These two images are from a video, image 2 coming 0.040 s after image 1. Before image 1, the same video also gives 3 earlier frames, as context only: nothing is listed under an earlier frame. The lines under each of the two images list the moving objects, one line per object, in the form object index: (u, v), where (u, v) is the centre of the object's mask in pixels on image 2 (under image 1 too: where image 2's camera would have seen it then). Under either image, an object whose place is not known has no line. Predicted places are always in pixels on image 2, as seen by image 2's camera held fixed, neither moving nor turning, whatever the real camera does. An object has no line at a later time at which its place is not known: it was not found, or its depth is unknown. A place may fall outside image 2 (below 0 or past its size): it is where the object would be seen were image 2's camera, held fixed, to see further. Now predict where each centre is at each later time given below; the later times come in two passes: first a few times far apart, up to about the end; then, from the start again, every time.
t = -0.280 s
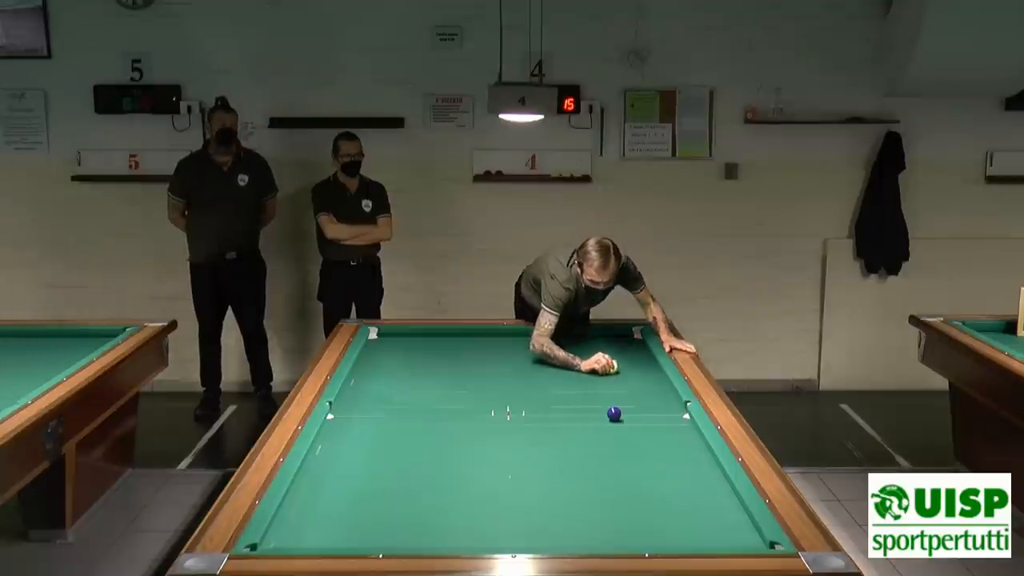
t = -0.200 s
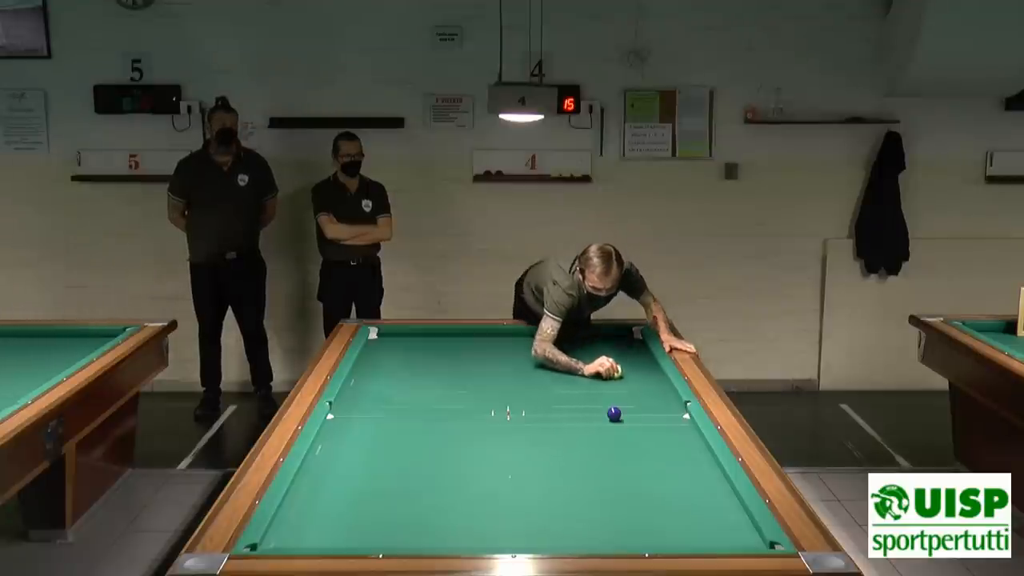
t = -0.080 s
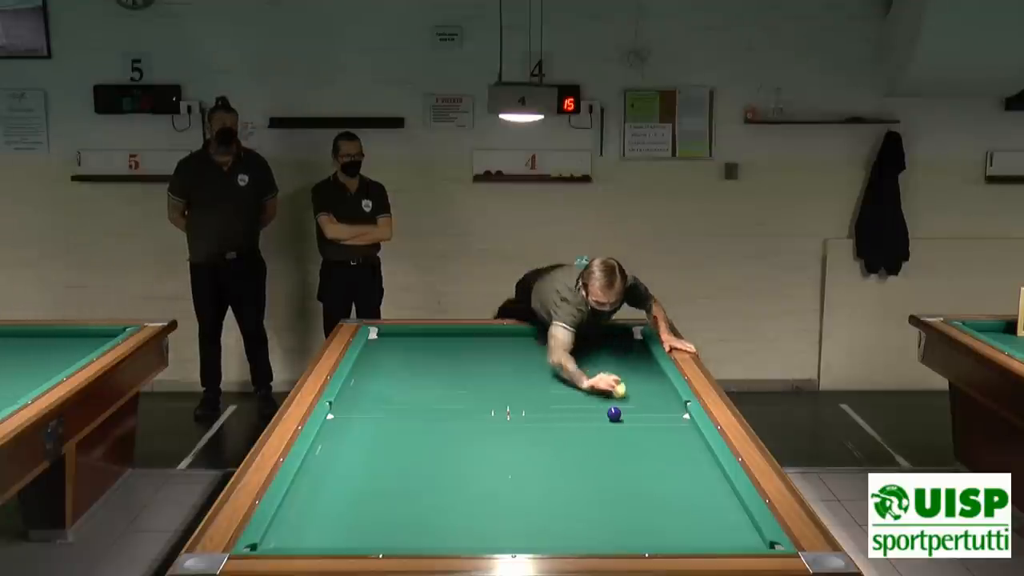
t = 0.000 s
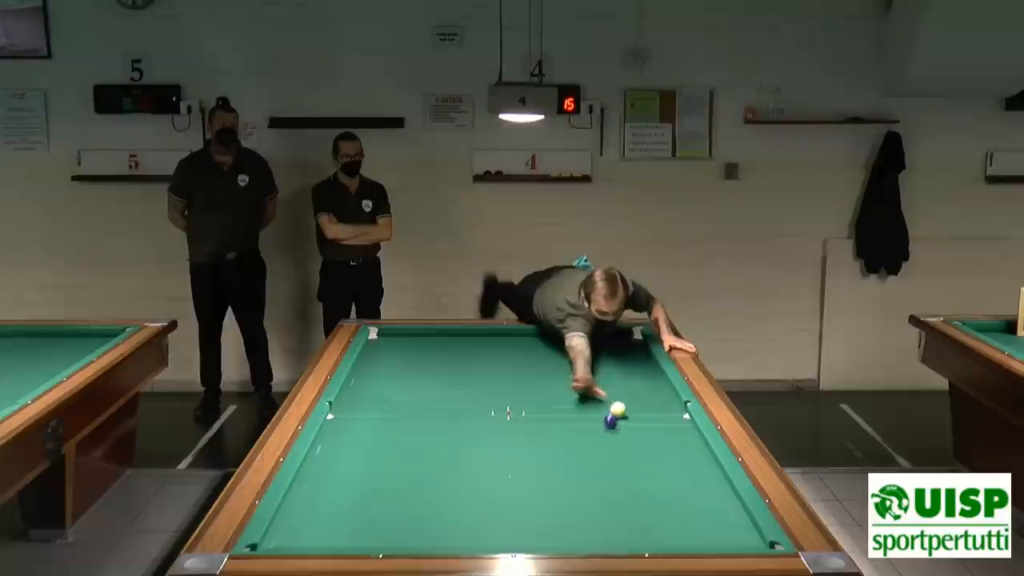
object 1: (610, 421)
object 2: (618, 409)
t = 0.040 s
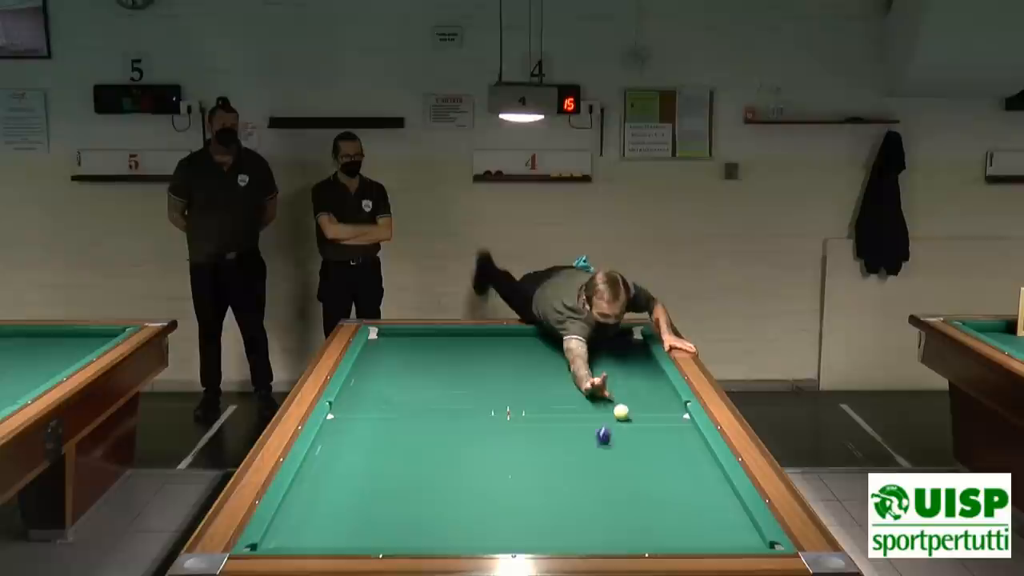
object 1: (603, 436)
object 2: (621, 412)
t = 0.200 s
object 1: (568, 511)
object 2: (636, 419)
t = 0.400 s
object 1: (525, 498)
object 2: (655, 427)
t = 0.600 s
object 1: (501, 435)
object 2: (674, 436)
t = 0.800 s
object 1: (485, 394)
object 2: (695, 445)
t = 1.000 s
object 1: (473, 364)
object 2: (697, 453)
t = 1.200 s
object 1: (463, 338)
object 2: (693, 461)
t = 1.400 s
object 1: (459, 345)
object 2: (689, 469)
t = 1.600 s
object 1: (456, 362)
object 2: (685, 477)
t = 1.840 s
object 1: (453, 382)
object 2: (680, 487)
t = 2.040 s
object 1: (450, 400)
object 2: (675, 496)
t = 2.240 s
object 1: (446, 421)
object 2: (671, 505)
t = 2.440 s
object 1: (442, 445)
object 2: (667, 513)
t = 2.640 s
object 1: (437, 472)
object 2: (662, 523)
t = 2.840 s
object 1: (432, 503)
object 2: (658, 532)
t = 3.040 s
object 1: (426, 536)
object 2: (653, 538)
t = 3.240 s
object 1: (427, 535)
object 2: (648, 544)
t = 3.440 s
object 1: (431, 512)
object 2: (638, 539)
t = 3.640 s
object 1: (435, 492)
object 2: (629, 536)
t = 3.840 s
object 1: (438, 475)
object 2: (620, 534)
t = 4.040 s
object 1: (441, 459)
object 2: (612, 530)
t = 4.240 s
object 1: (444, 445)
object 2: (604, 526)
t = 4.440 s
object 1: (447, 431)
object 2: (597, 521)
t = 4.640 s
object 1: (449, 419)
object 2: (590, 517)
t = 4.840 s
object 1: (451, 408)
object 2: (584, 514)
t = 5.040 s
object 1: (454, 398)
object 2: (577, 511)
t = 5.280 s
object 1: (456, 387)
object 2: (571, 507)
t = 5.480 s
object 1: (458, 378)
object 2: (565, 504)
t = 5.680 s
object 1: (459, 370)
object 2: (561, 502)
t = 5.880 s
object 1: (461, 363)
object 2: (556, 500)
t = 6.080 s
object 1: (462, 355)
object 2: (552, 498)
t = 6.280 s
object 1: (462, 349)
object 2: (548, 496)
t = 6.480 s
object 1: (464, 343)
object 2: (545, 494)
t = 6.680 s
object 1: (464, 338)
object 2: (542, 492)
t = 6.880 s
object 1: (465, 335)
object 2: (539, 491)
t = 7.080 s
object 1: (465, 338)
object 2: (537, 490)
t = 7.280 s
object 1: (465, 340)
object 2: (535, 489)
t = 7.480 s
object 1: (465, 344)
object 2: (533, 488)
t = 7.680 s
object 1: (466, 346)
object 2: (531, 487)
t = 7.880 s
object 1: (466, 350)
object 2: (530, 487)
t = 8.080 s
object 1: (466, 353)
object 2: (529, 486)
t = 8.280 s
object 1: (466, 356)
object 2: (528, 486)
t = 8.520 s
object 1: (466, 359)
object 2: (528, 486)
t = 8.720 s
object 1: (466, 362)
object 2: (528, 486)
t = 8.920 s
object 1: (466, 365)
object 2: (528, 486)
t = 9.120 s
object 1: (466, 368)
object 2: (529, 486)
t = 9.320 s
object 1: (466, 370)
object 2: (528, 486)
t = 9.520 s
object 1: (466, 373)
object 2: (528, 486)
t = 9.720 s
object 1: (466, 376)
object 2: (528, 486)
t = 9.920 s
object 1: (466, 378)
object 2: (529, 485)
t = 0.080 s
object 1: (596, 452)
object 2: (625, 414)
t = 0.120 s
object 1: (587, 471)
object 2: (628, 416)
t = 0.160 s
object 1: (578, 489)
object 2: (632, 417)
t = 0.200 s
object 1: (568, 511)
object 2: (636, 419)
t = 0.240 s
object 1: (557, 535)
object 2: (639, 421)
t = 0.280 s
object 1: (545, 542)
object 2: (643, 422)
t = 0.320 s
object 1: (538, 532)
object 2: (647, 424)
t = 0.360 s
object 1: (531, 514)
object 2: (651, 426)
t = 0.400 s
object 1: (525, 498)
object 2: (655, 427)
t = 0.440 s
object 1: (519, 483)
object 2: (659, 429)
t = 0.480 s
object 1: (514, 470)
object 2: (663, 431)
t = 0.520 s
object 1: (509, 457)
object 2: (667, 432)
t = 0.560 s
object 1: (505, 445)
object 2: (671, 434)
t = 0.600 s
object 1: (501, 435)
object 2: (674, 436)
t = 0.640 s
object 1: (497, 425)
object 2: (679, 438)
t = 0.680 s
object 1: (494, 417)
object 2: (682, 440)
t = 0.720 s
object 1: (491, 409)
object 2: (687, 441)
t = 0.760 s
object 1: (488, 401)
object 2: (691, 443)
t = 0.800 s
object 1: (485, 394)
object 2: (695, 445)
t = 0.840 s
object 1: (482, 387)
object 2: (699, 447)
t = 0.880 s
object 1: (479, 381)
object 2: (699, 448)
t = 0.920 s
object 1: (477, 375)
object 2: (698, 450)
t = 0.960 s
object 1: (475, 369)
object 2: (698, 452)
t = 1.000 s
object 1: (473, 364)
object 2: (697, 453)
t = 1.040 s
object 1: (470, 359)
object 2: (696, 455)
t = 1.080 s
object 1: (468, 354)
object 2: (695, 456)
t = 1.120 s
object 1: (466, 349)
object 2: (695, 458)
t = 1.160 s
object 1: (465, 344)
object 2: (694, 459)
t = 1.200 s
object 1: (463, 338)
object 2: (693, 461)
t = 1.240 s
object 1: (462, 335)
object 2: (692, 463)
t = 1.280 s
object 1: (461, 335)
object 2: (691, 464)
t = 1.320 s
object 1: (460, 338)
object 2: (690, 466)
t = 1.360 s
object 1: (459, 342)
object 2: (690, 467)
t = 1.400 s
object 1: (459, 345)
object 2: (689, 469)
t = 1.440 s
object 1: (458, 348)
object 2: (688, 471)
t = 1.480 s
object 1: (458, 352)
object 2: (687, 472)
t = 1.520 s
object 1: (457, 355)
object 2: (686, 474)
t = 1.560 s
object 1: (457, 359)
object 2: (686, 475)
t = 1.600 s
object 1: (456, 362)
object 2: (685, 477)
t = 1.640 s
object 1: (456, 365)
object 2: (684, 479)
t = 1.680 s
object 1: (455, 368)
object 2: (683, 481)
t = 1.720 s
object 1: (455, 371)
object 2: (682, 483)
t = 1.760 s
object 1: (454, 375)
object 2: (681, 484)
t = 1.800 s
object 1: (454, 378)
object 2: (681, 486)
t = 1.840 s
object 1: (453, 382)
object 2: (680, 487)
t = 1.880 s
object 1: (453, 385)
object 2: (679, 489)
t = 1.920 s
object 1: (452, 389)
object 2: (678, 491)
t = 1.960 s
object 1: (451, 393)
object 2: (677, 493)
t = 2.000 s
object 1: (451, 396)
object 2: (677, 494)
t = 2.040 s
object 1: (450, 400)
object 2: (675, 496)
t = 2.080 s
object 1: (449, 404)
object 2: (675, 498)
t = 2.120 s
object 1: (448, 408)
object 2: (674, 499)
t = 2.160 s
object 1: (448, 412)
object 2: (673, 501)
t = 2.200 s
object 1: (447, 417)
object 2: (672, 503)
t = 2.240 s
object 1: (446, 421)
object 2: (671, 505)
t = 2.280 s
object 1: (445, 426)
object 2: (670, 506)
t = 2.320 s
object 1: (445, 431)
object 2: (670, 508)
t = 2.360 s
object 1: (444, 435)
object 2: (669, 510)
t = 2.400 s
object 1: (443, 440)
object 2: (668, 512)
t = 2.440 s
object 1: (442, 445)
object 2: (667, 513)
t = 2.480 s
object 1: (441, 450)
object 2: (666, 515)
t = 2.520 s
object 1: (440, 455)
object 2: (665, 517)
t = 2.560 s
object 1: (439, 461)
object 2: (664, 519)
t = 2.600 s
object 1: (438, 466)
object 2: (663, 521)
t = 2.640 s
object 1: (437, 472)
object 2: (662, 523)
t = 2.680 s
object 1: (436, 478)
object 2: (661, 525)
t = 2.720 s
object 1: (435, 484)
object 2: (661, 526)
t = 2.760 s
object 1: (434, 490)
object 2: (660, 528)
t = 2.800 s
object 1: (433, 496)
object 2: (659, 530)
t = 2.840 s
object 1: (432, 503)
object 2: (658, 532)
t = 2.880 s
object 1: (431, 510)
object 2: (657, 534)
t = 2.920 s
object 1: (429, 517)
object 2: (656, 535)
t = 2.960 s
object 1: (429, 524)
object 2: (655, 536)
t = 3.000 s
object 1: (427, 532)
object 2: (654, 537)
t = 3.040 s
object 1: (426, 536)
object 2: (653, 538)
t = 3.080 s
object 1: (425, 541)
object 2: (652, 540)
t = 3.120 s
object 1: (424, 544)
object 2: (651, 541)
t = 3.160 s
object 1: (425, 542)
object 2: (650, 542)
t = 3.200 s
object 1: (426, 539)
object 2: (649, 543)
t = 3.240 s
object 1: (427, 535)
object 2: (648, 544)
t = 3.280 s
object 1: (427, 531)
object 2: (645, 543)
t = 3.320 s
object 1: (429, 526)
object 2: (644, 542)
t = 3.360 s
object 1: (430, 521)
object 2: (642, 541)
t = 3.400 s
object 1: (430, 516)
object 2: (640, 540)
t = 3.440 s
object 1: (431, 512)
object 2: (638, 539)
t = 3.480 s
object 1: (432, 508)
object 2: (636, 539)
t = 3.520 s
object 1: (433, 504)
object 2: (634, 538)
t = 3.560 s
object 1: (434, 500)
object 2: (632, 537)
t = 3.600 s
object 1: (434, 496)
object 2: (631, 537)
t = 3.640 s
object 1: (435, 492)
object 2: (629, 536)
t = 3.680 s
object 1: (436, 489)
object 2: (627, 535)
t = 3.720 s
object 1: (437, 485)
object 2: (625, 535)
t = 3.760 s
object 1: (437, 482)
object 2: (624, 535)
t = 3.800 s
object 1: (438, 478)
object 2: (622, 535)
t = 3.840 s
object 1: (438, 475)
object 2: (620, 534)
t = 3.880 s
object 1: (439, 471)
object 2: (618, 533)
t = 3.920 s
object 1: (440, 468)
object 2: (617, 532)
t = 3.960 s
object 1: (440, 465)
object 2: (615, 531)
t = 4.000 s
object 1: (441, 462)
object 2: (614, 531)
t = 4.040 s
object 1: (441, 459)
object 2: (612, 530)
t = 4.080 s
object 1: (442, 456)
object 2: (610, 529)
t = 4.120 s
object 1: (442, 453)
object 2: (609, 528)
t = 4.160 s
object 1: (443, 450)
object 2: (607, 527)
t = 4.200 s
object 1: (443, 447)
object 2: (606, 526)
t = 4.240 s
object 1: (444, 445)
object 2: (604, 526)
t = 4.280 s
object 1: (444, 442)
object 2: (603, 525)
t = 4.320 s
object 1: (445, 439)
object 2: (601, 524)
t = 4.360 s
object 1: (446, 436)
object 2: (600, 523)
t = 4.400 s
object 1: (446, 434)
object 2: (598, 522)
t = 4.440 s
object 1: (447, 431)
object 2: (597, 521)
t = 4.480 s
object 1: (447, 429)
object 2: (595, 521)
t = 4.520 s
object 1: (447, 426)
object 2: (594, 520)
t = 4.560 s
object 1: (448, 424)
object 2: (593, 519)
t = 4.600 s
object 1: (449, 422)
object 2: (591, 518)
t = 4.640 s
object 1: (449, 419)
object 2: (590, 517)
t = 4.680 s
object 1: (450, 417)
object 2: (589, 517)
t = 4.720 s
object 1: (450, 415)
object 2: (587, 516)
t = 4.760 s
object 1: (450, 413)
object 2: (586, 515)
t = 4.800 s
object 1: (451, 410)
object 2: (585, 514)
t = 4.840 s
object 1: (451, 408)
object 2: (584, 514)
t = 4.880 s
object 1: (452, 406)
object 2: (582, 513)
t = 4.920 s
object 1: (452, 404)
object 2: (581, 513)
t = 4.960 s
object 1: (453, 402)
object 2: (580, 512)
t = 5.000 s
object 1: (453, 400)
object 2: (579, 511)
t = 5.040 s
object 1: (454, 398)
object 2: (577, 511)
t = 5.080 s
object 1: (454, 396)
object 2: (576, 510)
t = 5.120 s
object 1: (454, 394)
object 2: (575, 510)
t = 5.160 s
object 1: (455, 392)
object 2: (574, 509)
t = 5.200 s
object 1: (455, 390)
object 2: (573, 508)
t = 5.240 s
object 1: (456, 389)
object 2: (572, 508)
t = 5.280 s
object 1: (456, 387)
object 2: (571, 507)
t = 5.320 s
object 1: (456, 385)
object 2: (570, 507)
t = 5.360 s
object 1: (456, 383)
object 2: (569, 506)
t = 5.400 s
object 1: (457, 381)
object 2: (567, 505)
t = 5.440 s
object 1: (457, 380)
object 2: (567, 505)
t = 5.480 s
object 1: (458, 378)
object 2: (565, 504)
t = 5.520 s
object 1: (458, 376)
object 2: (564, 504)
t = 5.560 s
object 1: (458, 375)
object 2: (563, 503)
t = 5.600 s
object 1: (458, 373)
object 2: (563, 503)
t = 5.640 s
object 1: (459, 372)
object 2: (561, 502)
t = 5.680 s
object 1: (459, 370)
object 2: (561, 502)
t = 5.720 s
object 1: (460, 368)
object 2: (560, 501)
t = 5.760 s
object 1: (460, 367)
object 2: (559, 501)
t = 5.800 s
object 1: (460, 365)
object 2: (558, 501)
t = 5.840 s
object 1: (460, 364)
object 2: (557, 500)
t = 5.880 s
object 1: (461, 363)
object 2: (556, 500)
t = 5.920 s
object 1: (461, 361)
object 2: (555, 499)
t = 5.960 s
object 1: (461, 360)
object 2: (554, 499)
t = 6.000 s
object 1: (461, 358)
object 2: (554, 498)
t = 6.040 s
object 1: (461, 357)
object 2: (553, 498)
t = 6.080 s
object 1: (462, 355)
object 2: (552, 498)
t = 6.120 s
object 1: (462, 354)
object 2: (551, 497)
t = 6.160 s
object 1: (462, 353)
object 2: (550, 497)
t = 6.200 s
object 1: (462, 352)
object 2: (550, 496)
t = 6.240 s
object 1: (462, 350)
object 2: (549, 496)
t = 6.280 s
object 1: (462, 349)
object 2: (548, 496)
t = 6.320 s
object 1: (463, 348)
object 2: (547, 495)
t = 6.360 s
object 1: (463, 346)
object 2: (547, 495)
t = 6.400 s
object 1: (463, 345)
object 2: (546, 495)
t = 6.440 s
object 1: (464, 344)
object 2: (545, 494)
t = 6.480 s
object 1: (464, 343)
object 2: (545, 494)
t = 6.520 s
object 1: (464, 342)
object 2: (544, 494)
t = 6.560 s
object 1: (464, 341)
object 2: (544, 494)
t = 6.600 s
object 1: (464, 340)
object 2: (543, 493)
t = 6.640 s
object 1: (464, 339)
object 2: (542, 493)
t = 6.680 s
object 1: (464, 338)
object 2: (542, 492)
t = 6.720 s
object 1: (465, 336)
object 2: (541, 492)
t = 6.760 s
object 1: (465, 336)
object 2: (541, 492)
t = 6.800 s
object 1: (465, 334)
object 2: (540, 491)
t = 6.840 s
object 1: (465, 334)
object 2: (539, 491)
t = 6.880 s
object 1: (465, 335)
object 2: (539, 491)
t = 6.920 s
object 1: (465, 335)
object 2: (539, 491)
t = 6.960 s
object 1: (465, 336)
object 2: (538, 491)
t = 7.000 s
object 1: (465, 337)
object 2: (538, 490)
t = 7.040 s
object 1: (465, 337)
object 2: (537, 490)
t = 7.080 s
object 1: (465, 338)
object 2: (537, 490)
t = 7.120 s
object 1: (465, 338)
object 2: (536, 490)
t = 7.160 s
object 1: (465, 338)
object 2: (536, 489)
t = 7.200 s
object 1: (465, 339)
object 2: (535, 489)
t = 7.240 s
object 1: (465, 339)
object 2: (535, 489)
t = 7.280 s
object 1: (465, 340)
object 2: (535, 489)
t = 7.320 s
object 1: (465, 340)
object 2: (534, 489)
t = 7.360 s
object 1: (465, 341)
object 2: (534, 488)
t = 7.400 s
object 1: (465, 342)
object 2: (533, 488)
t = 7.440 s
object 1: (465, 343)
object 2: (533, 488)
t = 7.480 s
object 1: (465, 344)
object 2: (533, 488)
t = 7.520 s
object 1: (465, 344)
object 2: (532, 488)
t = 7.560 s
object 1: (466, 345)
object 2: (532, 488)
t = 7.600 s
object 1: (466, 345)
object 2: (532, 487)
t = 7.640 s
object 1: (466, 346)
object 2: (532, 487)
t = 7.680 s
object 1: (466, 346)
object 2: (531, 487)
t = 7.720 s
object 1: (466, 347)
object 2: (531, 487)
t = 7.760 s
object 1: (466, 348)
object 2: (531, 487)
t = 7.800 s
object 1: (466, 348)
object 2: (530, 487)
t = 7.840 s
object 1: (466, 349)
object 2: (530, 487)
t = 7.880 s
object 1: (466, 350)
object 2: (530, 487)
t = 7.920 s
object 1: (466, 350)
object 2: (530, 487)
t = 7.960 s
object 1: (466, 351)
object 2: (530, 486)
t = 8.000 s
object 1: (466, 352)
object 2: (530, 486)
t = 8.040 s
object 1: (466, 352)
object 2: (529, 486)
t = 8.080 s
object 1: (466, 353)
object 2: (529, 486)
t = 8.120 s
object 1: (466, 353)
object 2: (529, 486)
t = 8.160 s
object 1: (466, 354)
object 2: (529, 486)
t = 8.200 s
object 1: (466, 355)
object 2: (529, 486)
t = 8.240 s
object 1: (466, 355)
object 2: (528, 486)
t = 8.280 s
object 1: (466, 356)
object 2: (528, 486)
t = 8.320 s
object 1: (466, 356)
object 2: (528, 486)
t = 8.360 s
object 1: (466, 357)
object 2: (528, 486)
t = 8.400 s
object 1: (466, 358)
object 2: (528, 486)
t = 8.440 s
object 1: (466, 358)
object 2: (528, 486)
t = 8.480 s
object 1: (466, 359)
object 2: (528, 486)
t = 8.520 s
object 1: (466, 359)
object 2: (528, 486)
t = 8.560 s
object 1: (466, 360)
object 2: (528, 485)
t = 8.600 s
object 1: (466, 360)
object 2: (528, 486)
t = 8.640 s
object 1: (466, 361)
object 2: (528, 486)
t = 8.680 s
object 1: (466, 361)
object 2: (528, 486)
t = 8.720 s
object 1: (466, 362)
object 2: (528, 486)
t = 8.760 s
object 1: (466, 363)
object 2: (528, 485)
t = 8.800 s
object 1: (466, 363)
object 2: (528, 486)
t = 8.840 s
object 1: (466, 364)
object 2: (528, 486)
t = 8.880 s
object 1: (466, 365)
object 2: (528, 486)
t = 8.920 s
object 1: (466, 365)
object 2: (528, 486)
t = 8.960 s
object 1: (466, 366)
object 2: (528, 486)
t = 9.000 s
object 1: (466, 366)
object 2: (528, 486)
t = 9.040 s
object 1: (466, 367)
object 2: (528, 486)
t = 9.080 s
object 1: (466, 367)
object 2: (528, 486)
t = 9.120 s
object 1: (466, 368)
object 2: (529, 486)
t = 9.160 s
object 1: (466, 368)
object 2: (529, 485)
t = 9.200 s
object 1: (466, 369)
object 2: (528, 486)
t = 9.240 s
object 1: (466, 370)
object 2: (528, 486)
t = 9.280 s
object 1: (466, 370)
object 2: (528, 485)
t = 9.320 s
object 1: (466, 370)
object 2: (528, 486)
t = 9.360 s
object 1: (466, 371)
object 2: (528, 485)
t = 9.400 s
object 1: (466, 372)
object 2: (528, 486)
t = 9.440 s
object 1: (466, 372)
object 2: (528, 486)
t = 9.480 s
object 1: (466, 373)
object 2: (528, 486)
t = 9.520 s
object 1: (466, 373)
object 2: (528, 486)
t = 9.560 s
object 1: (466, 374)
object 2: (528, 486)
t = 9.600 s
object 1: (466, 374)
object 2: (528, 486)
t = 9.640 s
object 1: (466, 375)
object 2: (528, 486)
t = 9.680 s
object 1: (466, 375)
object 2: (528, 486)
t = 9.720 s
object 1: (466, 376)
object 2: (528, 486)
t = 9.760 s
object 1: (466, 376)
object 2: (528, 486)
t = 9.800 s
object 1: (466, 377)
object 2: (528, 485)
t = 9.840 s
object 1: (466, 377)
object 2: (528, 485)
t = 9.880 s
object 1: (466, 378)
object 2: (528, 485)
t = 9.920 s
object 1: (466, 378)
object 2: (529, 485)
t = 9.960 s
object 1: (466, 379)
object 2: (529, 485)
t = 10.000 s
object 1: (467, 379)
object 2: (529, 485)
